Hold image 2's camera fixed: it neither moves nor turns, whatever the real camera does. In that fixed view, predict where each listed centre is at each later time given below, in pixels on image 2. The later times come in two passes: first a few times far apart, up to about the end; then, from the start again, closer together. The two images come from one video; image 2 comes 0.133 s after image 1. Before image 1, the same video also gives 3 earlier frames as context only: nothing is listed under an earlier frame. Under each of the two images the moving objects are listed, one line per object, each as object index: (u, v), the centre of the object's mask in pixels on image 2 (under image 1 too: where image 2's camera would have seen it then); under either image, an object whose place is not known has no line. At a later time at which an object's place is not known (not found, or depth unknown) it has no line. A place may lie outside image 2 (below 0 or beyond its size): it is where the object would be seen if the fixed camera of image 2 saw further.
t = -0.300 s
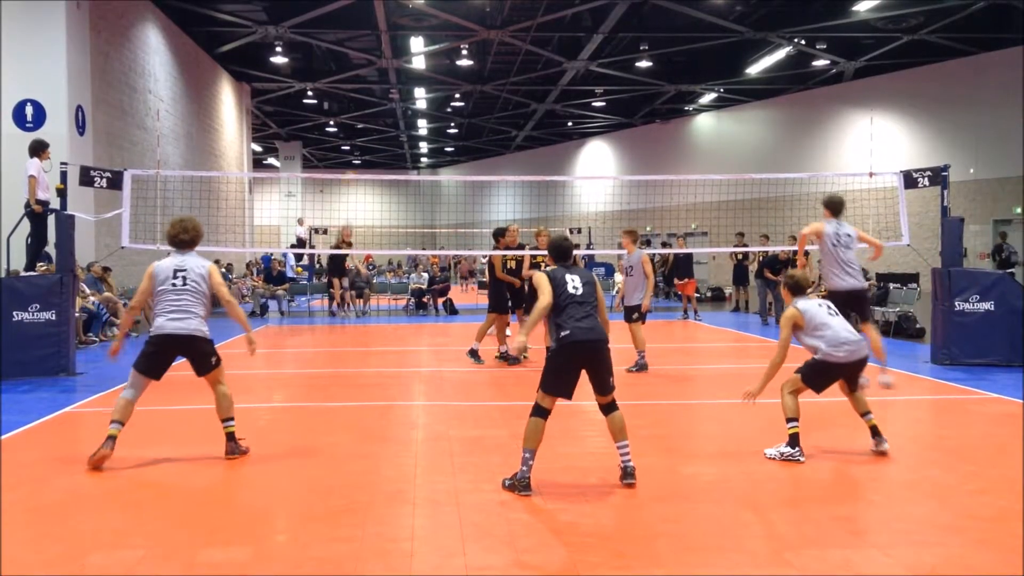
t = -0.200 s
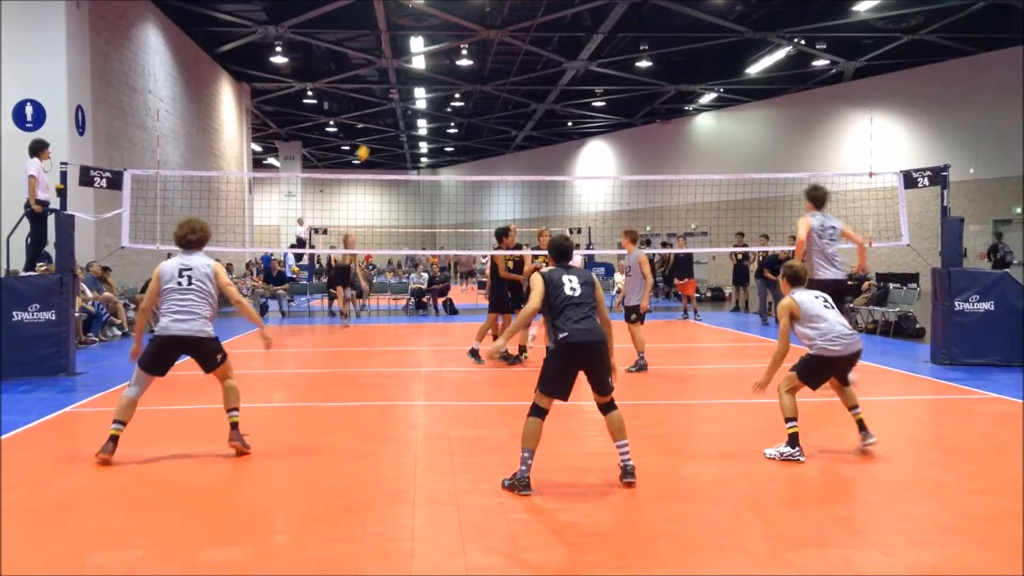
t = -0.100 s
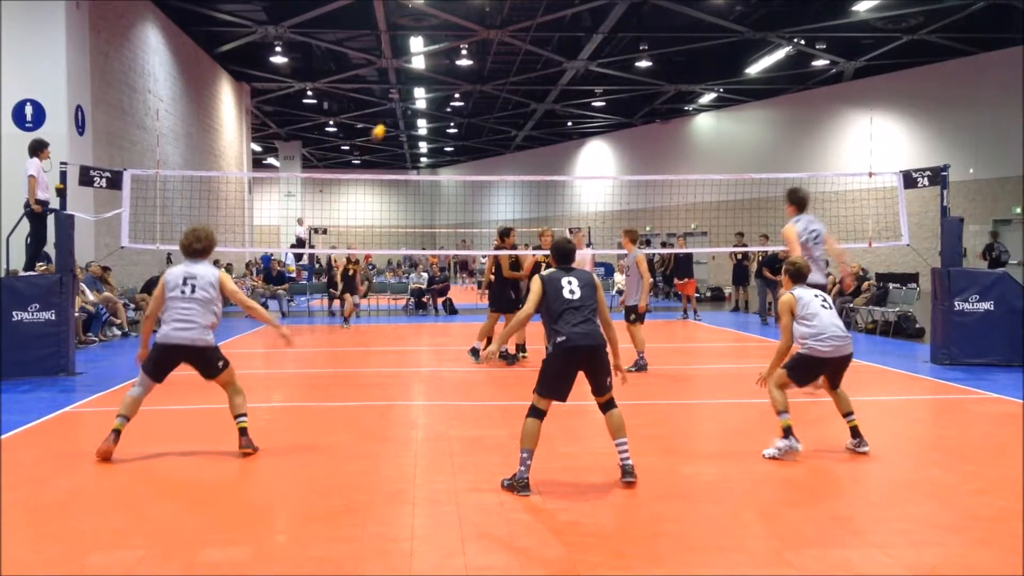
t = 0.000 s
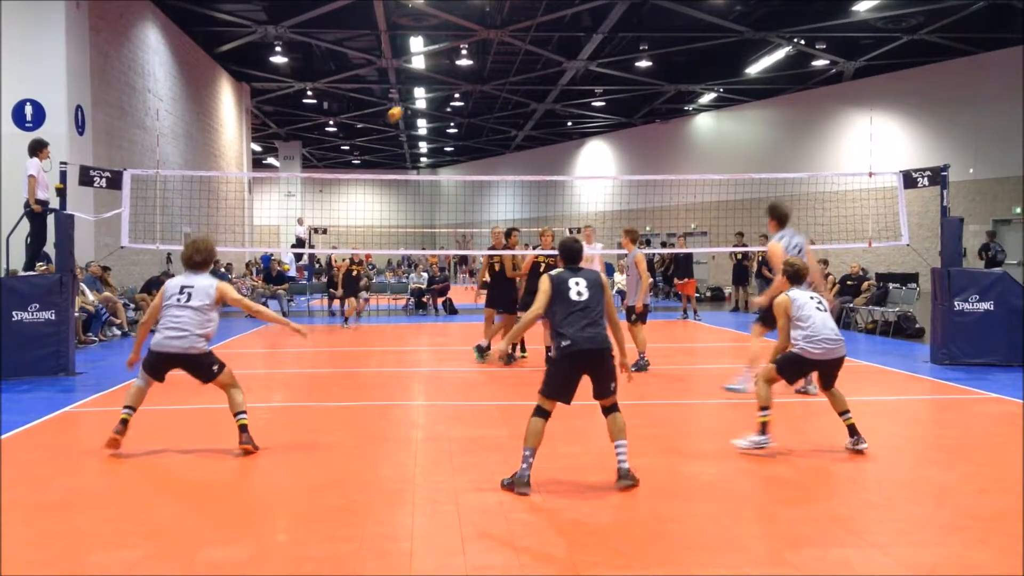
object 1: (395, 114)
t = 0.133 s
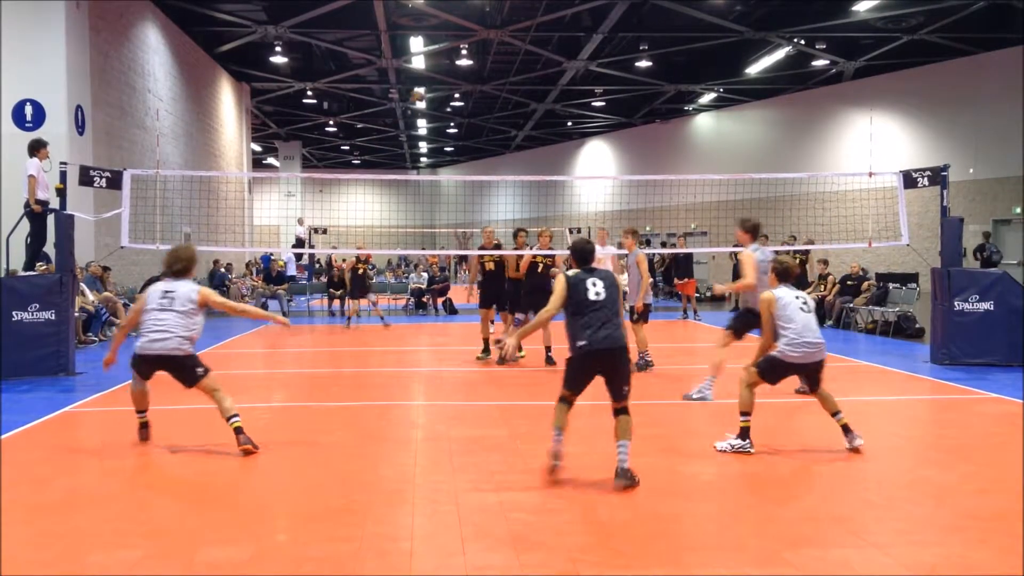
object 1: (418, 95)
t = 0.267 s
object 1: (447, 89)
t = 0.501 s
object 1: (508, 120)
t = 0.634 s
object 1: (551, 170)
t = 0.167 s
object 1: (427, 91)
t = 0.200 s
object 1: (434, 90)
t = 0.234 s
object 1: (440, 89)
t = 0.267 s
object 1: (447, 89)
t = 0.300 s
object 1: (455, 90)
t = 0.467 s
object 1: (498, 112)
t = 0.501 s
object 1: (508, 120)
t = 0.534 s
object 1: (519, 130)
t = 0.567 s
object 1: (529, 142)
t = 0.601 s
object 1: (540, 155)
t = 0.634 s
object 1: (551, 170)
